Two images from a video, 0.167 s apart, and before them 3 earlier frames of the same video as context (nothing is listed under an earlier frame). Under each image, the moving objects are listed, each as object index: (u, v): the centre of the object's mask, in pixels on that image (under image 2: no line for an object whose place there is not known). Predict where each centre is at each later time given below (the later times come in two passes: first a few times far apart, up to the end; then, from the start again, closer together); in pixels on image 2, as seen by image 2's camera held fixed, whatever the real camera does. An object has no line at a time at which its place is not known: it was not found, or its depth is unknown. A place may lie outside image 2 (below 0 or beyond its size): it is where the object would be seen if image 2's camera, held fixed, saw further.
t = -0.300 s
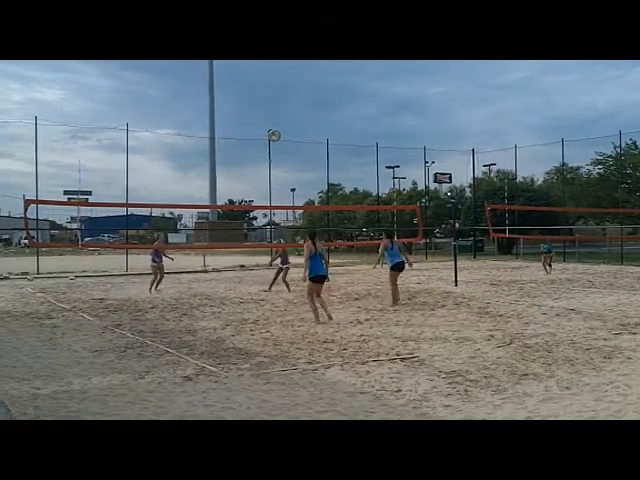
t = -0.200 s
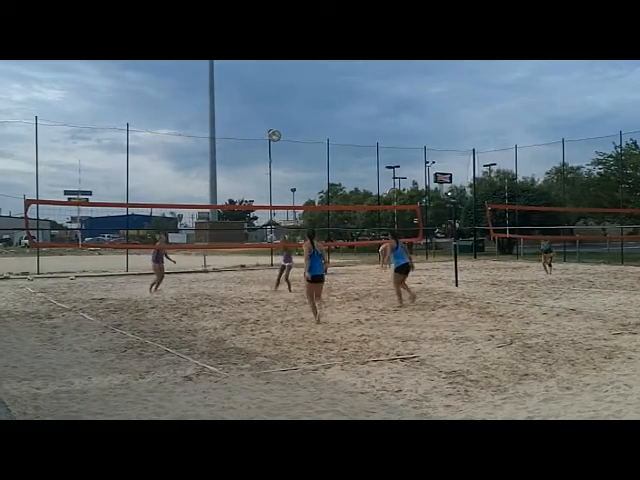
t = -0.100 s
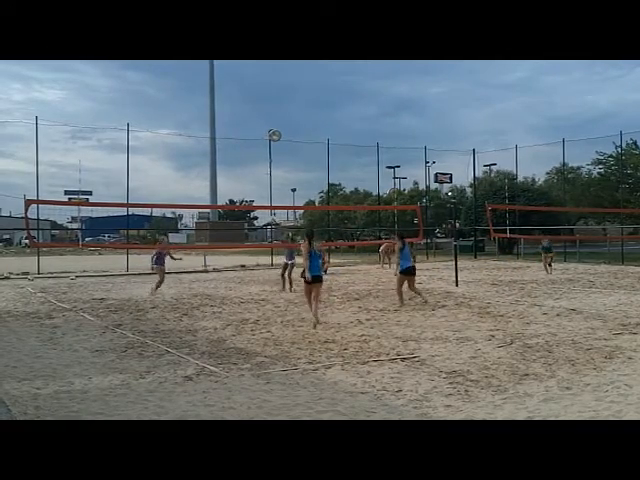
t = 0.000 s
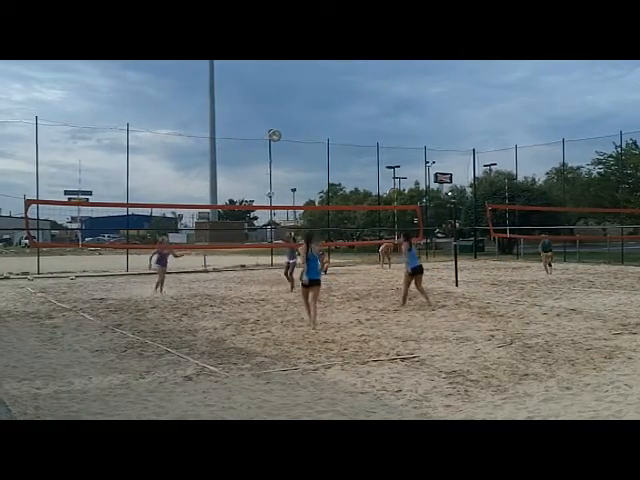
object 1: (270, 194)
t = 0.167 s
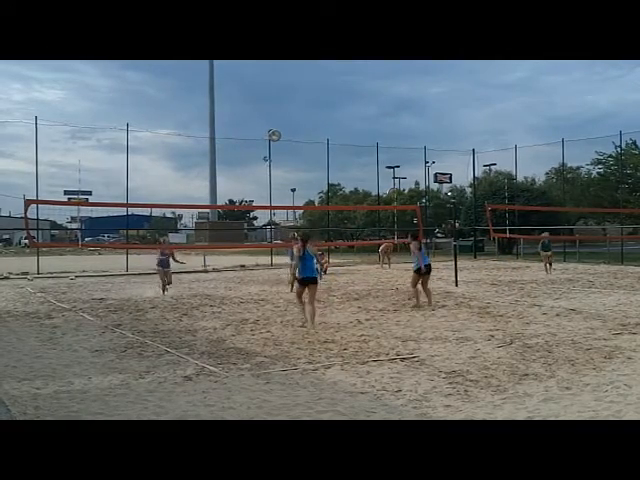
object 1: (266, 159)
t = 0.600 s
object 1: (254, 109)
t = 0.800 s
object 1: (247, 110)
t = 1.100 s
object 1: (236, 148)
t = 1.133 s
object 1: (235, 155)
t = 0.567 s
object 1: (255, 110)
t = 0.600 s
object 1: (254, 109)
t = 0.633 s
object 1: (252, 108)
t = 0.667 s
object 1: (252, 108)
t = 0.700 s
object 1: (252, 108)
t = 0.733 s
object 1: (250, 108)
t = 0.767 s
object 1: (248, 108)
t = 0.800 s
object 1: (247, 110)
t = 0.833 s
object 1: (245, 112)
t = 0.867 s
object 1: (245, 116)
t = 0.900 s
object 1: (243, 119)
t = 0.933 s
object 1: (242, 122)
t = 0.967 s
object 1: (241, 125)
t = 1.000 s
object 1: (240, 131)
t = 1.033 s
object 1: (238, 135)
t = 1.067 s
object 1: (236, 141)
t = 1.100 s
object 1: (236, 148)
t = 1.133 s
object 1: (235, 155)
